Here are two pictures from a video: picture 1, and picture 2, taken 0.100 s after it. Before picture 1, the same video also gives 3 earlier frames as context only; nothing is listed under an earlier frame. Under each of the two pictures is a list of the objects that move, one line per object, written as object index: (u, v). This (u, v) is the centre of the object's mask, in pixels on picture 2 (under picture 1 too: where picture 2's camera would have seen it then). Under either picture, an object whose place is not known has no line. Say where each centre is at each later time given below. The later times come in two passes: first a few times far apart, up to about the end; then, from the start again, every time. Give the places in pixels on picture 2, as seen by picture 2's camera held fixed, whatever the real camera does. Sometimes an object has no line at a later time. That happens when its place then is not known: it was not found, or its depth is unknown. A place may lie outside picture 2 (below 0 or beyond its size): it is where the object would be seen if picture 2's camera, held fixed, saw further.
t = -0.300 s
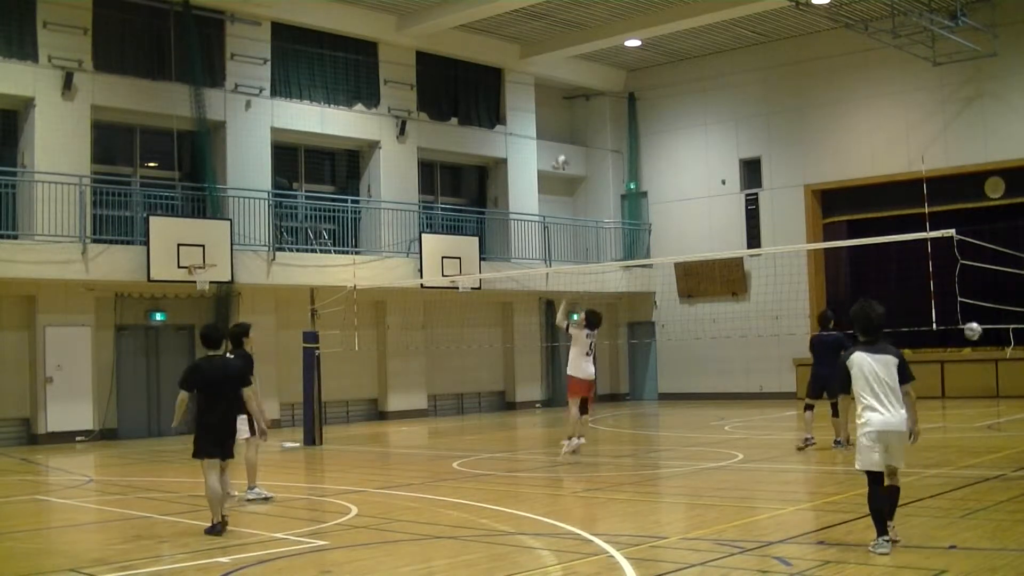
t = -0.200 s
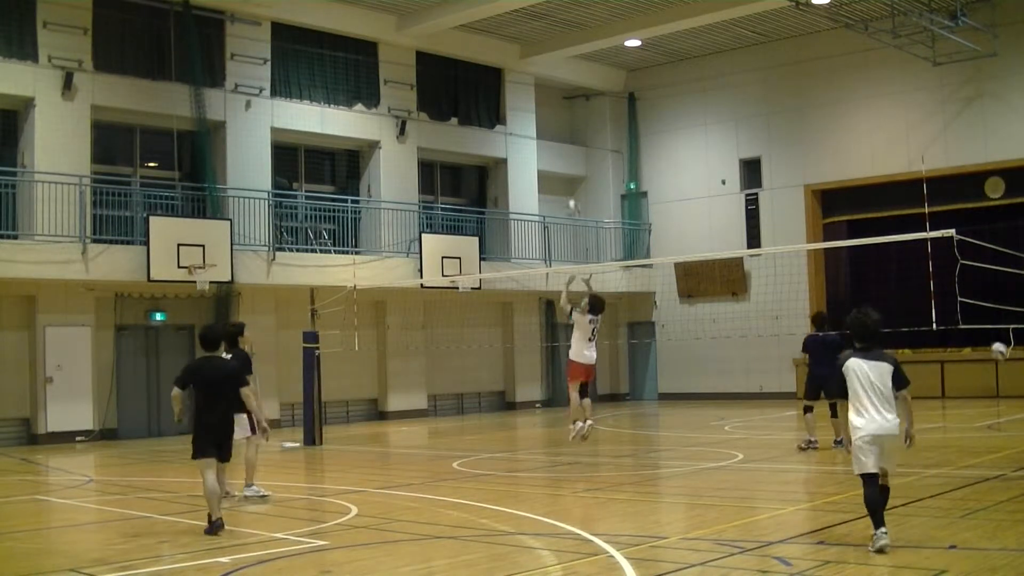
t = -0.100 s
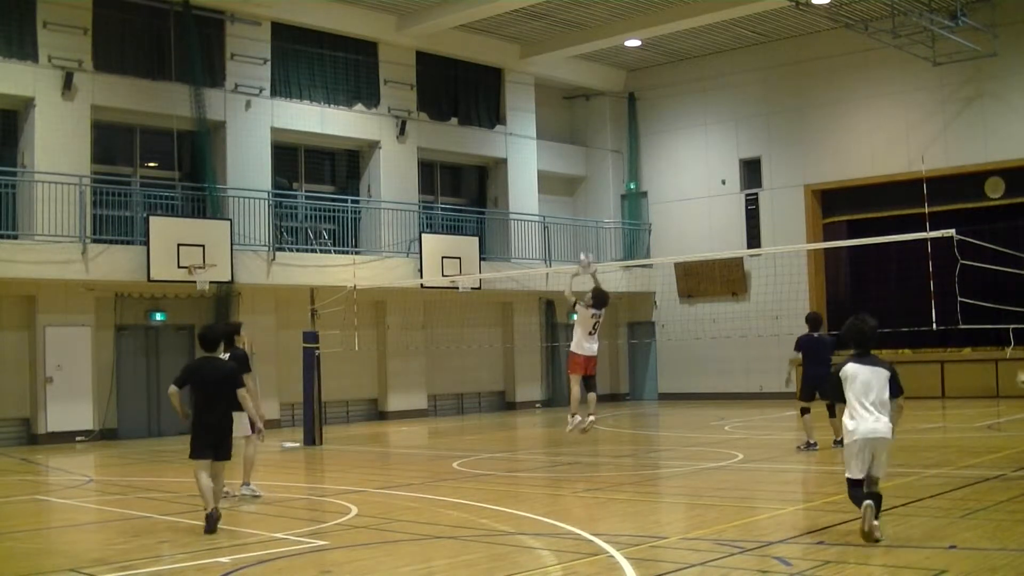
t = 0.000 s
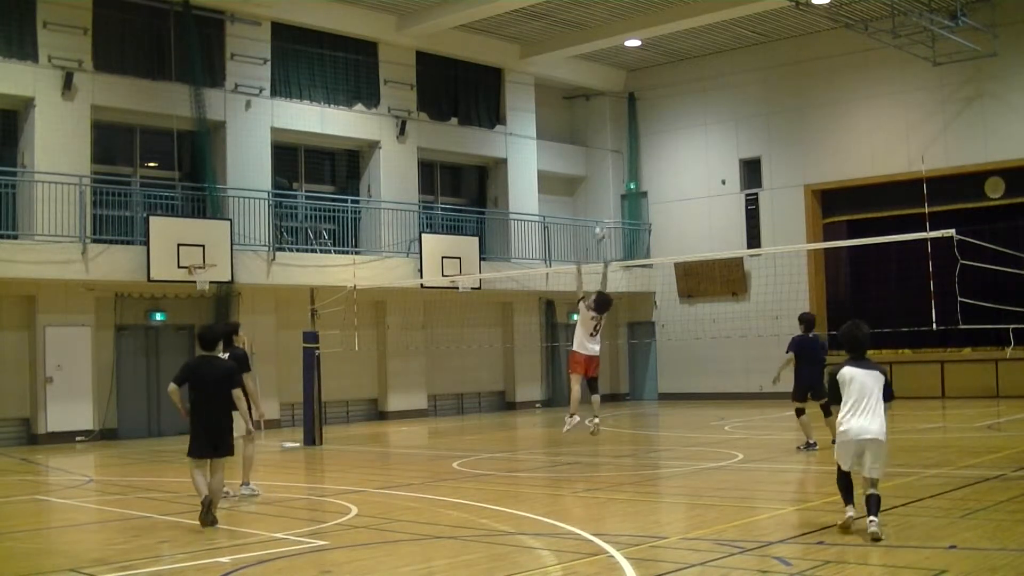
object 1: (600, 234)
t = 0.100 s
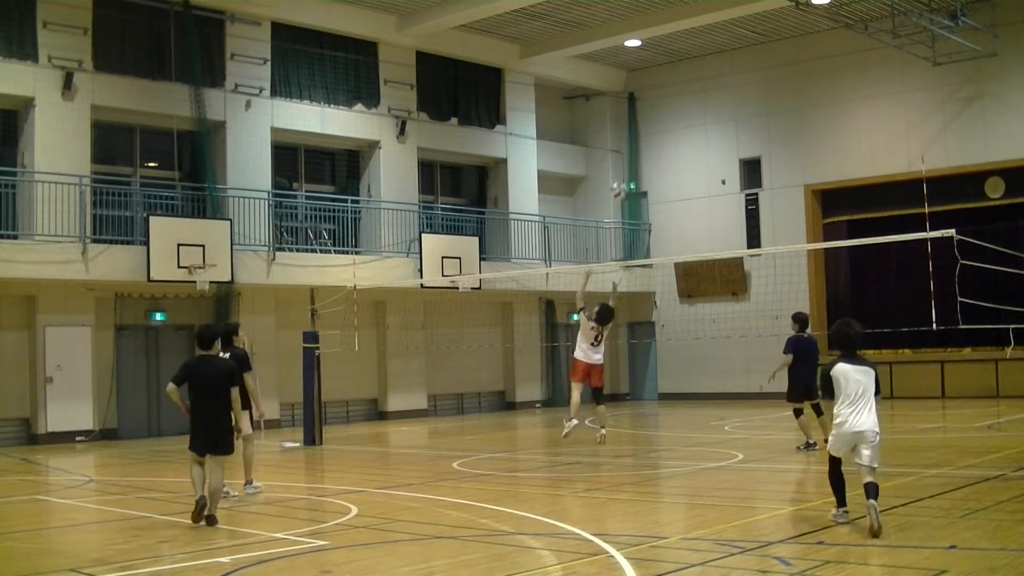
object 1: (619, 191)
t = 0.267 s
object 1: (649, 136)
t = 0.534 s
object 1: (702, 94)
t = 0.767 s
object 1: (753, 108)
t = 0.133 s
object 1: (626, 177)
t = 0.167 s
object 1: (631, 165)
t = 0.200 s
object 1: (636, 155)
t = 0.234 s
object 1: (643, 144)
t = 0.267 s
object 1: (649, 136)
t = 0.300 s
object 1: (655, 127)
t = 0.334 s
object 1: (662, 120)
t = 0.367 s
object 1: (668, 113)
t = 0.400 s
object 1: (674, 108)
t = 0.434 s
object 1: (682, 102)
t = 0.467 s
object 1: (690, 98)
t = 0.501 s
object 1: (696, 96)
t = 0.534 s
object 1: (702, 94)
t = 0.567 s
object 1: (710, 93)
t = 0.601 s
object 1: (717, 93)
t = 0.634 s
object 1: (724, 94)
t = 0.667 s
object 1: (732, 96)
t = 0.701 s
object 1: (738, 99)
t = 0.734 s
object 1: (746, 103)
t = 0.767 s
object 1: (753, 108)
